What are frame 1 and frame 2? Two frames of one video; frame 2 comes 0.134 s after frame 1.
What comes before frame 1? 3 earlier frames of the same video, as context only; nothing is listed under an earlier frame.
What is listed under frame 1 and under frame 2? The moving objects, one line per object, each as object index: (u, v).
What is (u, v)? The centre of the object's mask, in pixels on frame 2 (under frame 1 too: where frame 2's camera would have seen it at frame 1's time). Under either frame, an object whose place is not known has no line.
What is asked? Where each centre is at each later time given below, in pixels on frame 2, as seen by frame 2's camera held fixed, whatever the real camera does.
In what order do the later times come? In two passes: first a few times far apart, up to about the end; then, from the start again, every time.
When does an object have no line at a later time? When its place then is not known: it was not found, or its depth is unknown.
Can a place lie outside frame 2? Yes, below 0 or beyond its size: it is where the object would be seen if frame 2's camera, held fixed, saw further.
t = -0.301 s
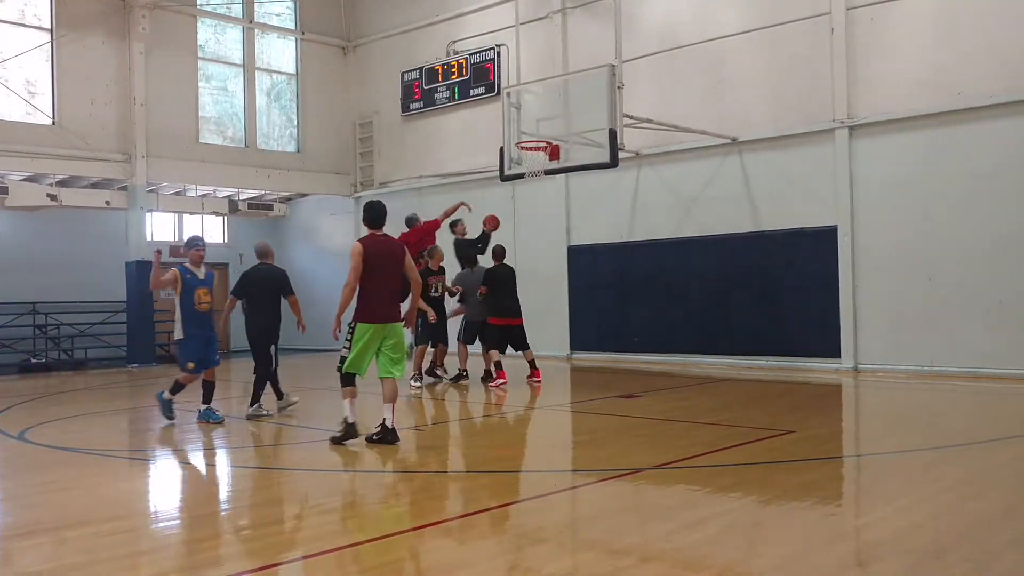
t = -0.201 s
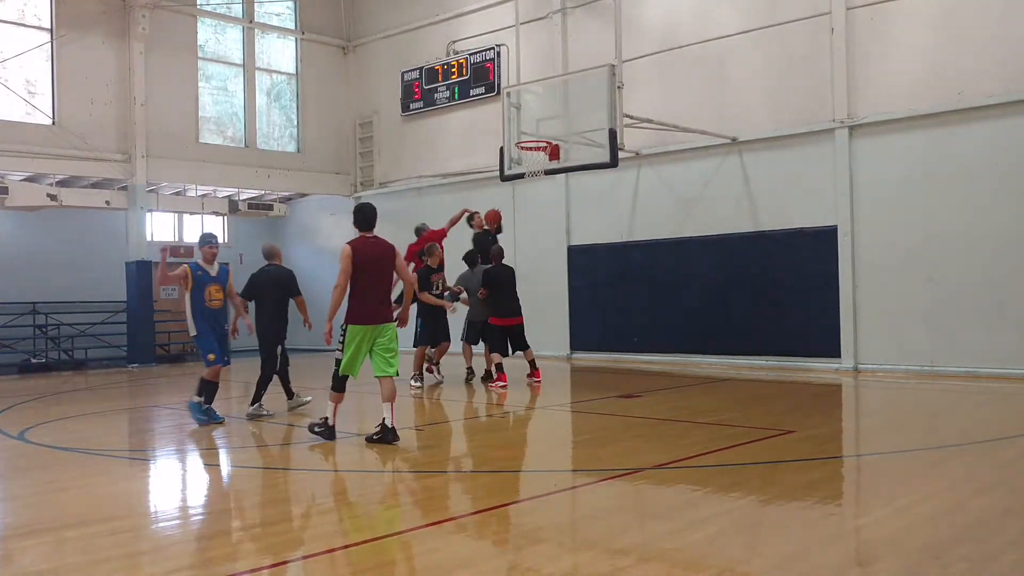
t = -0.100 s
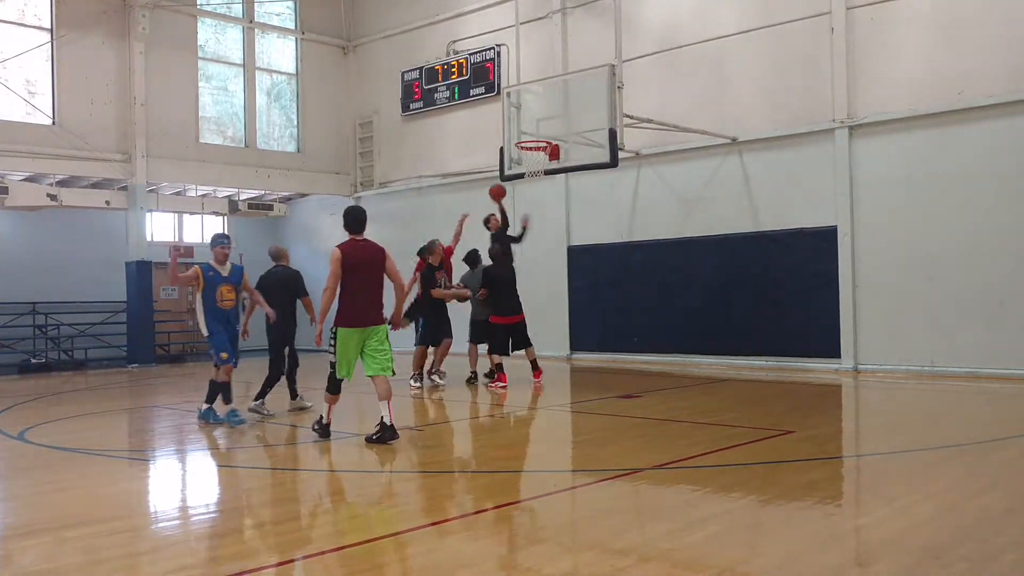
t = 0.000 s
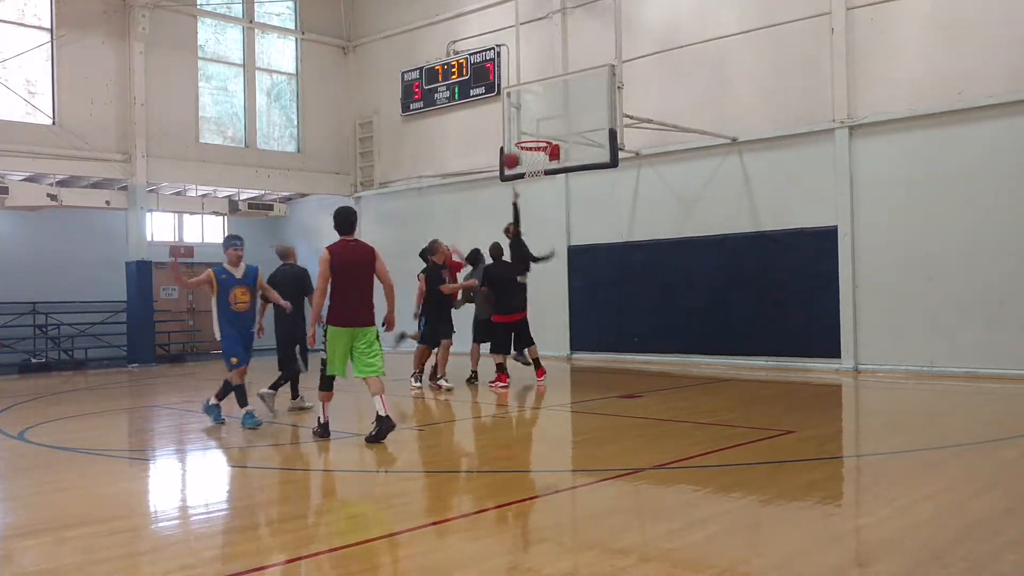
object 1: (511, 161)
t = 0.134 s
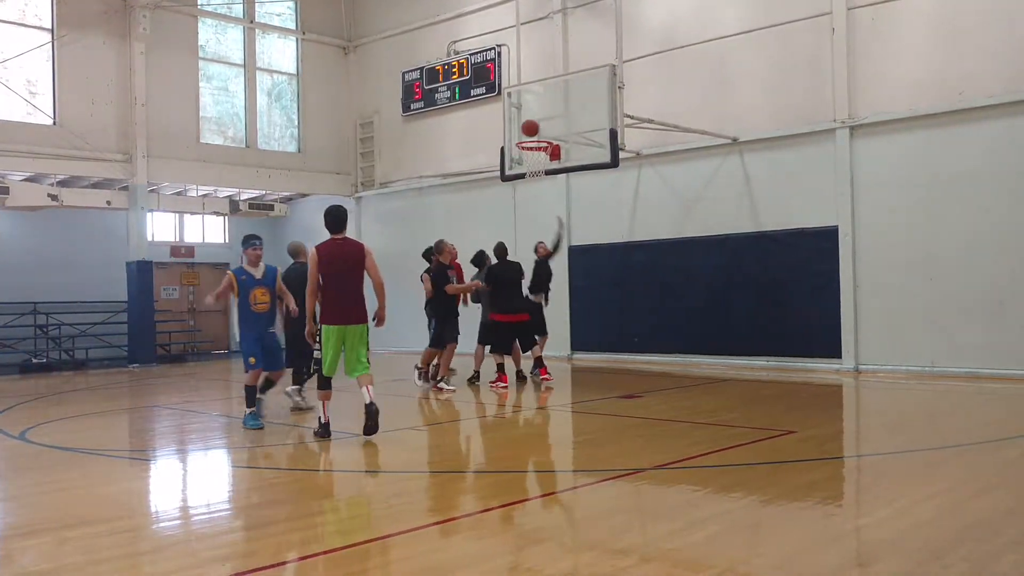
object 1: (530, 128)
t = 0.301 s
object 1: (541, 116)
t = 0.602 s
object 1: (546, 123)
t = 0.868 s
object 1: (533, 124)
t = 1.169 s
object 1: (533, 152)
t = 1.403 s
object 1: (541, 189)
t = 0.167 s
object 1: (535, 122)
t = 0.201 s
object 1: (537, 118)
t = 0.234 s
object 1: (539, 117)
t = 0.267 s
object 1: (540, 116)
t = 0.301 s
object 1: (541, 116)
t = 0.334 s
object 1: (543, 116)
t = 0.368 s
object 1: (544, 118)
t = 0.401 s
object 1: (546, 120)
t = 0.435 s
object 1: (547, 123)
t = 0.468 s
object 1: (548, 127)
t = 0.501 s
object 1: (550, 132)
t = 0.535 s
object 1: (550, 131)
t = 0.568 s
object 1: (548, 127)
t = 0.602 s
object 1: (546, 123)
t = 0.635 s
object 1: (544, 120)
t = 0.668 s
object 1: (543, 118)
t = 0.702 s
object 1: (541, 117)
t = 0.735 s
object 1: (539, 117)
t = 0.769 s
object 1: (538, 117)
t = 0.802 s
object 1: (536, 118)
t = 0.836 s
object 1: (534, 121)
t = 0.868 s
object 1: (533, 124)
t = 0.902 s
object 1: (531, 127)
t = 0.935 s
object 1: (530, 132)
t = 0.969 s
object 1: (528, 137)
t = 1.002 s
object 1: (529, 137)
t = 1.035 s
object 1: (530, 138)
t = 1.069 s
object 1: (531, 139)
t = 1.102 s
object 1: (531, 145)
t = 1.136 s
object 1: (532, 149)
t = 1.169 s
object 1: (533, 152)
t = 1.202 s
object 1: (535, 156)
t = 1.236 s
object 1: (535, 163)
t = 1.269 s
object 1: (536, 166)
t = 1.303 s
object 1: (537, 170)
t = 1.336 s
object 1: (539, 176)
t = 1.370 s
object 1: (540, 183)
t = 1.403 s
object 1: (541, 189)
